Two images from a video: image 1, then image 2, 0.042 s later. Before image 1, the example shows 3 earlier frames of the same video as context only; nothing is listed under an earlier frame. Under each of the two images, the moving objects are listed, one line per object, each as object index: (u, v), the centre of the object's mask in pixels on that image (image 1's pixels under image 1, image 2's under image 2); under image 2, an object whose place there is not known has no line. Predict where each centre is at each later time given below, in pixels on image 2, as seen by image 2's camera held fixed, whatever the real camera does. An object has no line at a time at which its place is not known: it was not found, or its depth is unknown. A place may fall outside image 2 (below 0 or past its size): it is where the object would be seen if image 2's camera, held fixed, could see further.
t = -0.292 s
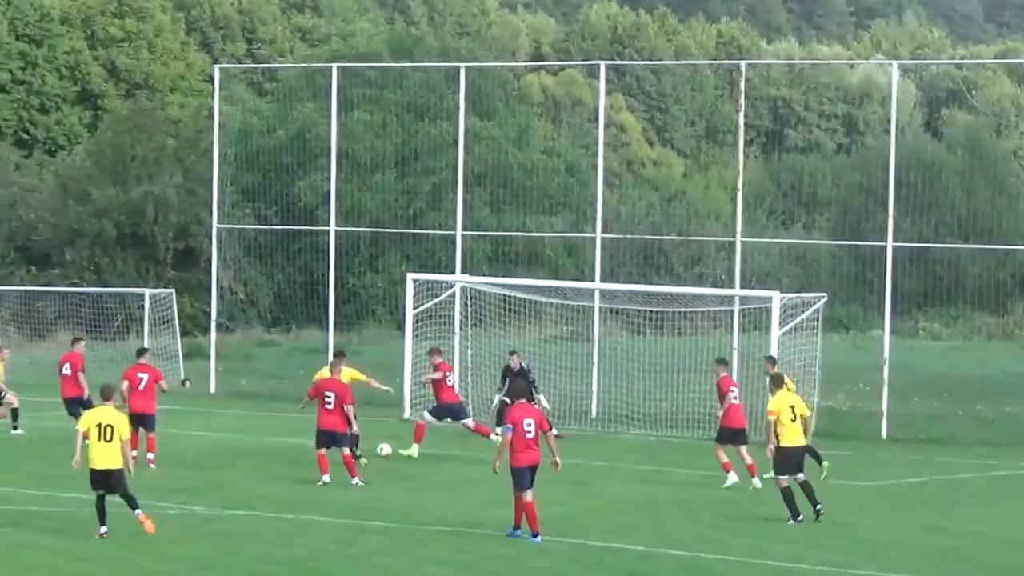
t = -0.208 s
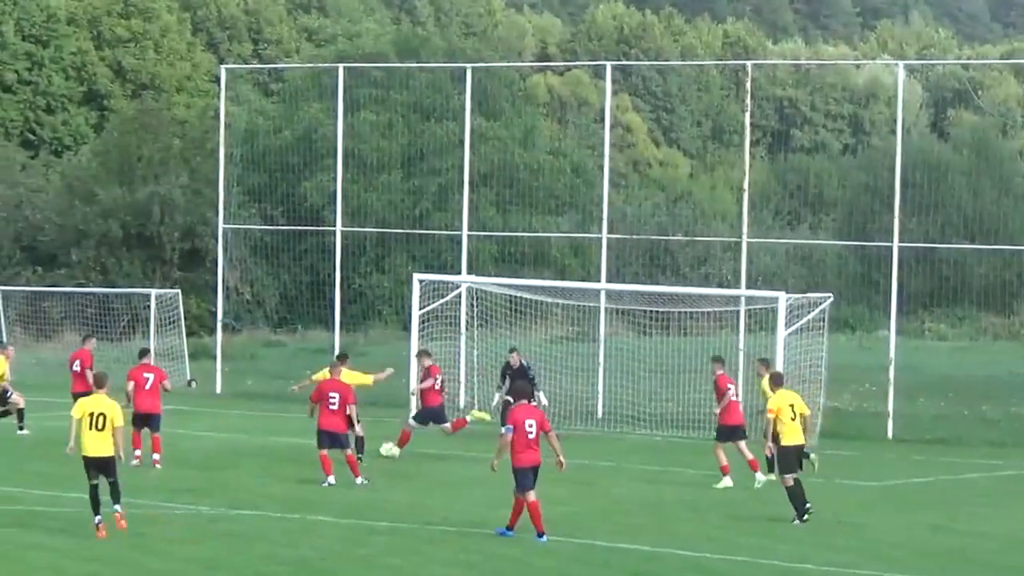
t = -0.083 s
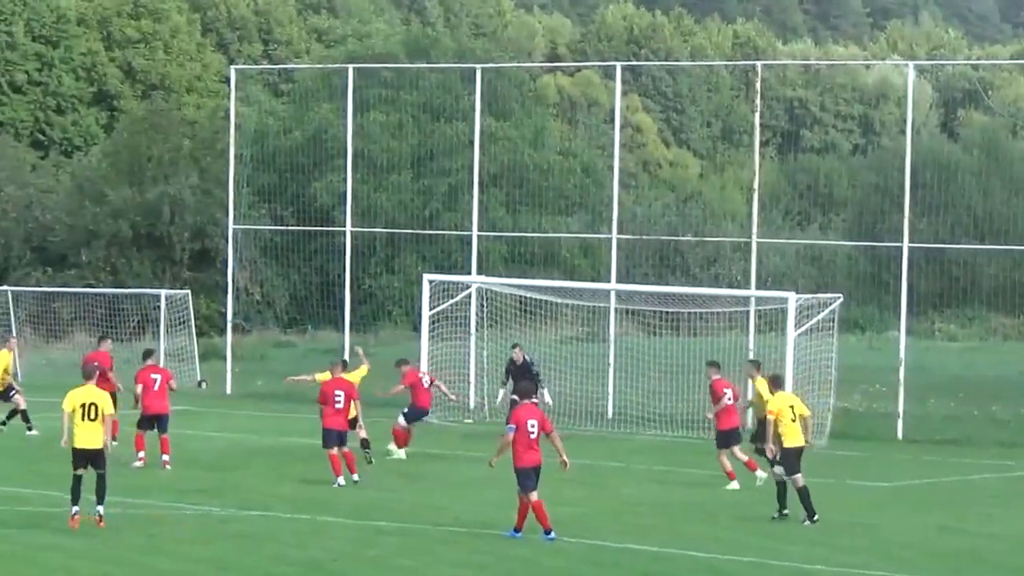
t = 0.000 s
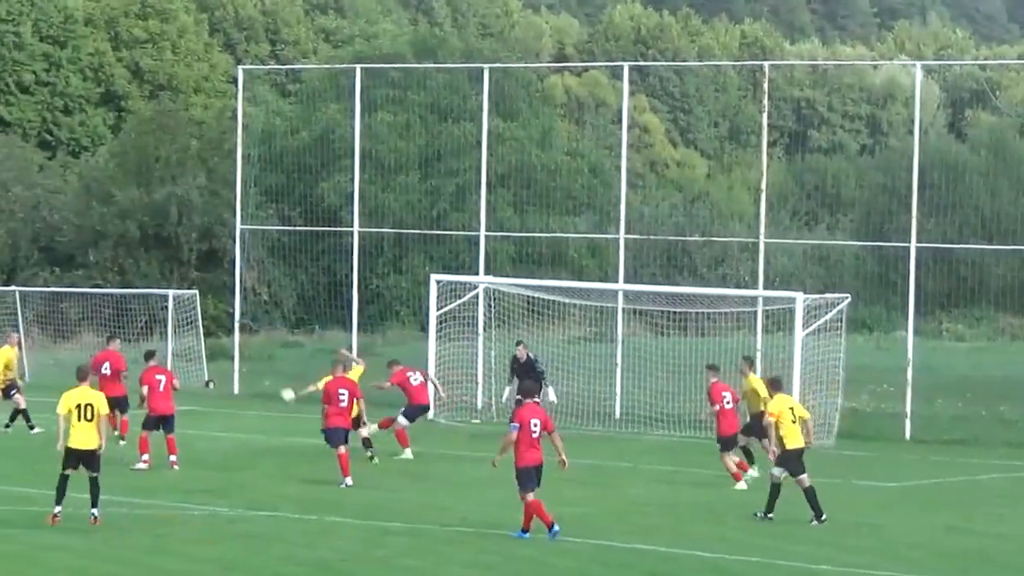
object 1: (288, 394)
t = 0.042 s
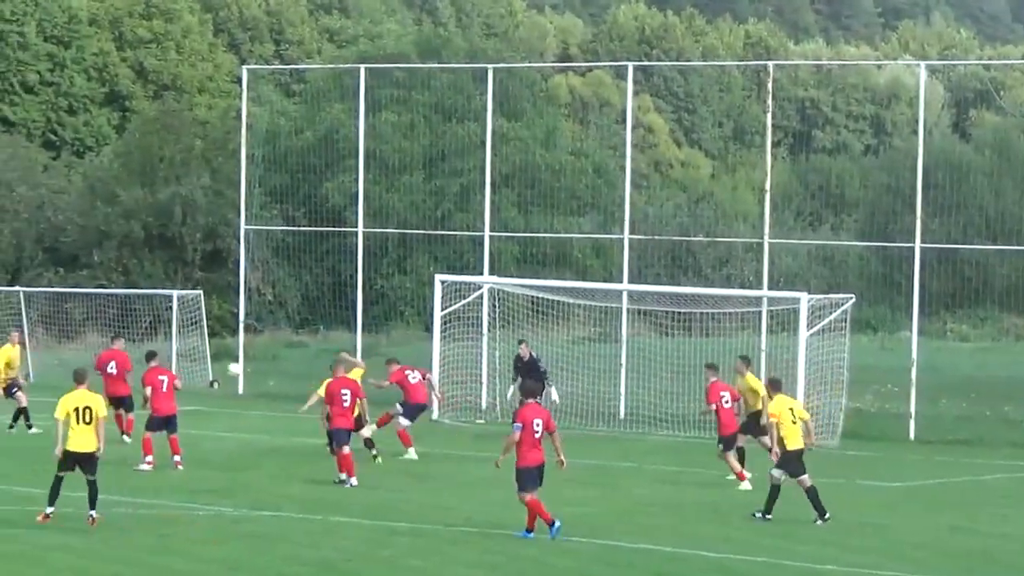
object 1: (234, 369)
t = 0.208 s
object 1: (11, 275)
